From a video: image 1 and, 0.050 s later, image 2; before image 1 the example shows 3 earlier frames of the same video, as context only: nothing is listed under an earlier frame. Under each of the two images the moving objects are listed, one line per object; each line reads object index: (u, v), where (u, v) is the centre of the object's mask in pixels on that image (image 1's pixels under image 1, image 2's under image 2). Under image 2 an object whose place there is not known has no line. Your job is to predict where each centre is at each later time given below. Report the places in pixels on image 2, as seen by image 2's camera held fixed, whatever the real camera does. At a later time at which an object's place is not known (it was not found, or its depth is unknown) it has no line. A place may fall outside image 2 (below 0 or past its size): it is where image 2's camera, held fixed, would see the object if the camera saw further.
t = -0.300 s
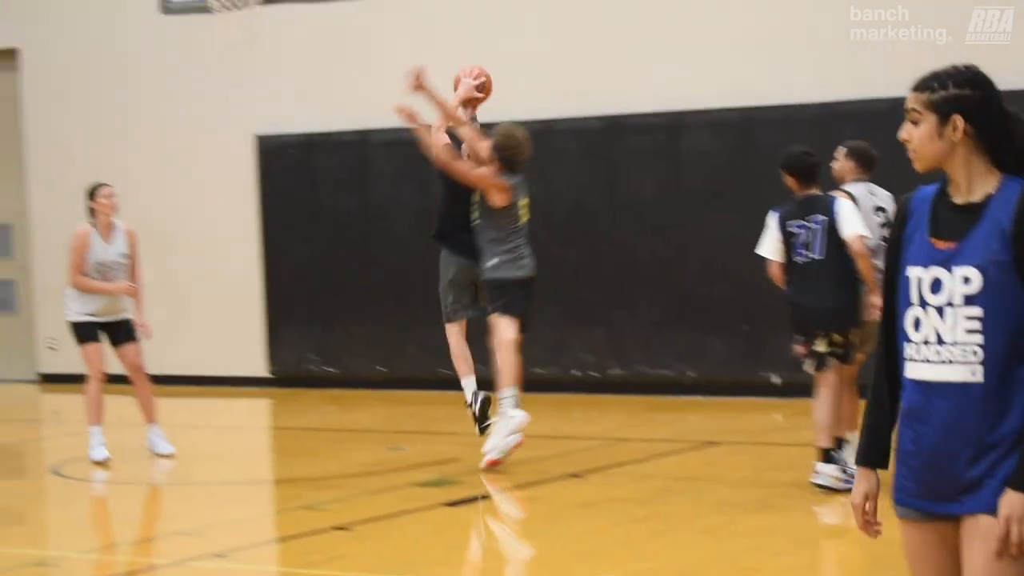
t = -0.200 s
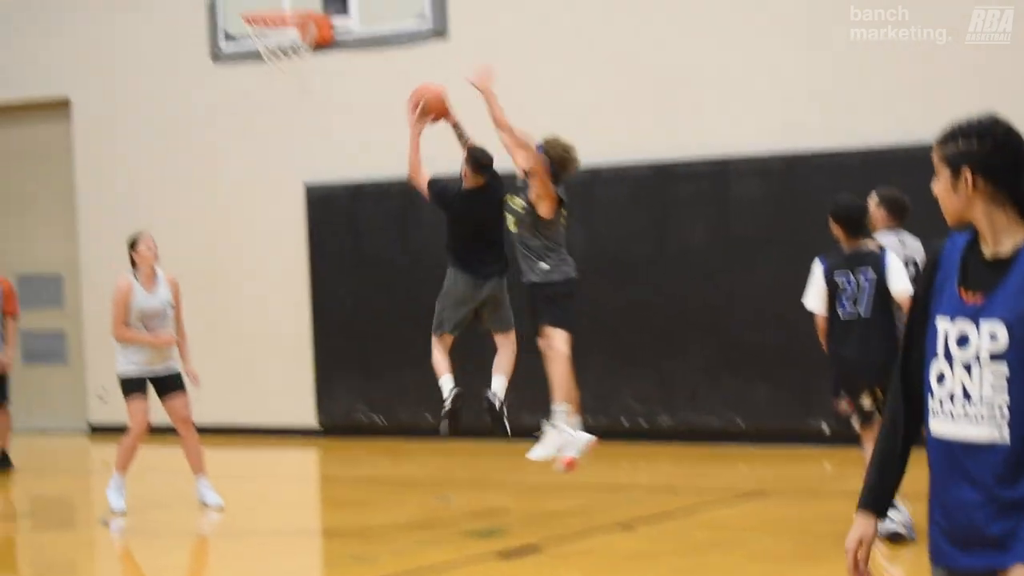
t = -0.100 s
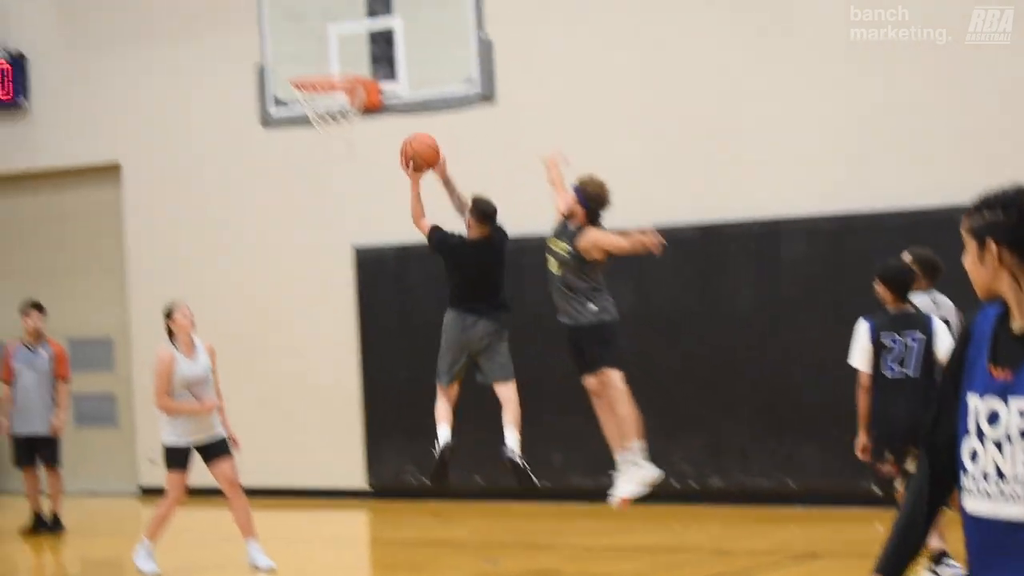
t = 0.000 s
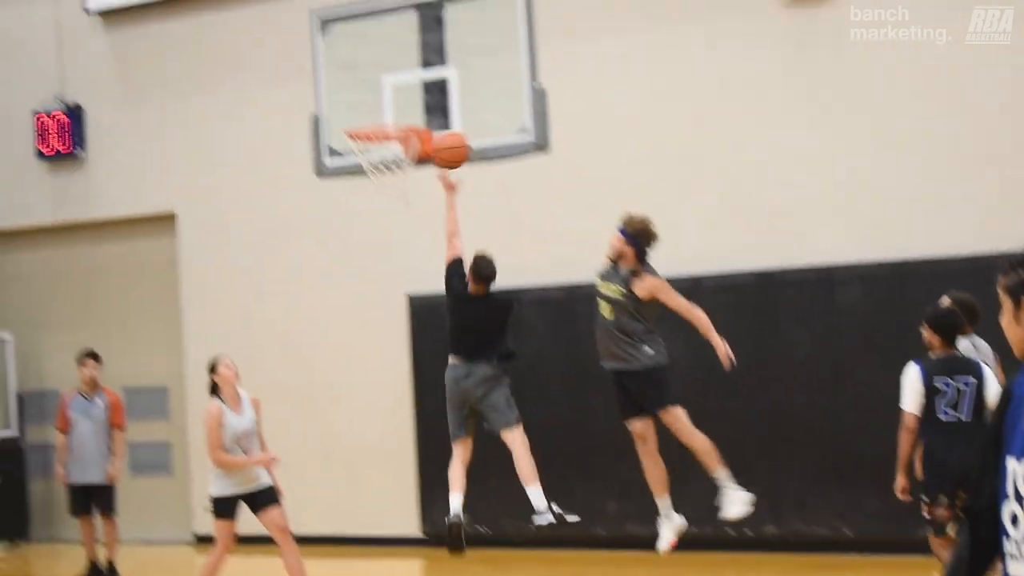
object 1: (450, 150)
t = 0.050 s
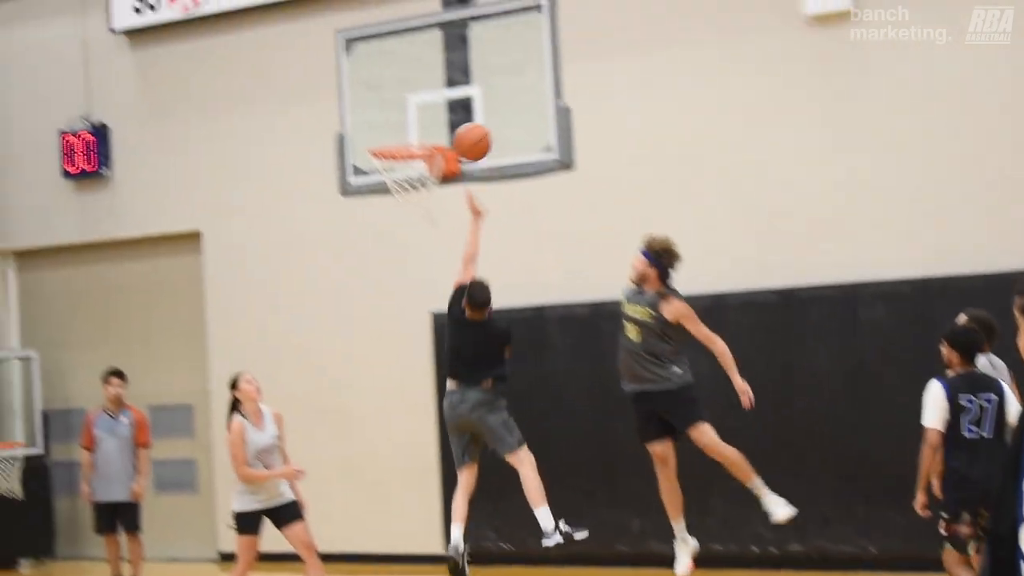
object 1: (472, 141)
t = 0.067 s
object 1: (470, 133)
